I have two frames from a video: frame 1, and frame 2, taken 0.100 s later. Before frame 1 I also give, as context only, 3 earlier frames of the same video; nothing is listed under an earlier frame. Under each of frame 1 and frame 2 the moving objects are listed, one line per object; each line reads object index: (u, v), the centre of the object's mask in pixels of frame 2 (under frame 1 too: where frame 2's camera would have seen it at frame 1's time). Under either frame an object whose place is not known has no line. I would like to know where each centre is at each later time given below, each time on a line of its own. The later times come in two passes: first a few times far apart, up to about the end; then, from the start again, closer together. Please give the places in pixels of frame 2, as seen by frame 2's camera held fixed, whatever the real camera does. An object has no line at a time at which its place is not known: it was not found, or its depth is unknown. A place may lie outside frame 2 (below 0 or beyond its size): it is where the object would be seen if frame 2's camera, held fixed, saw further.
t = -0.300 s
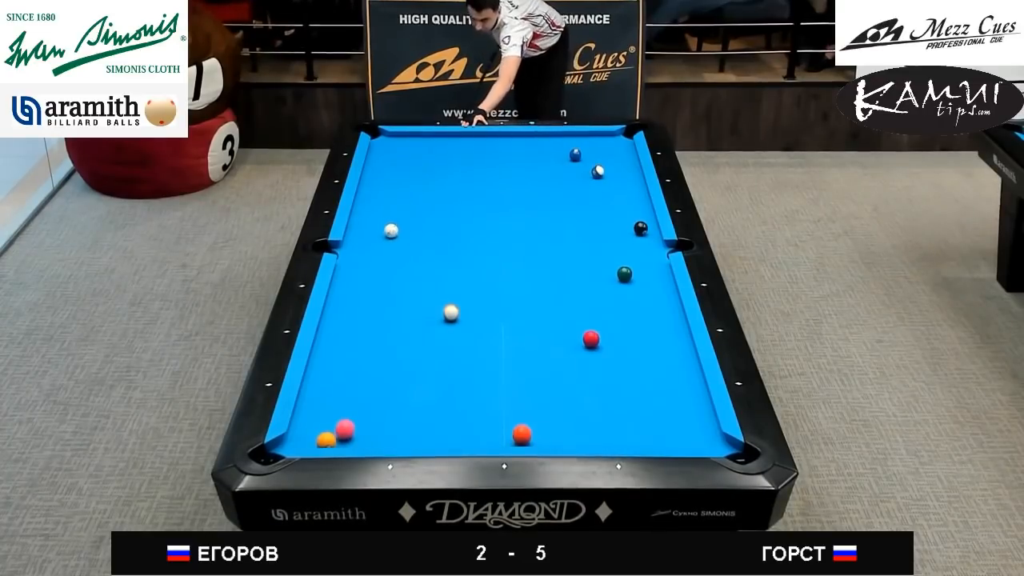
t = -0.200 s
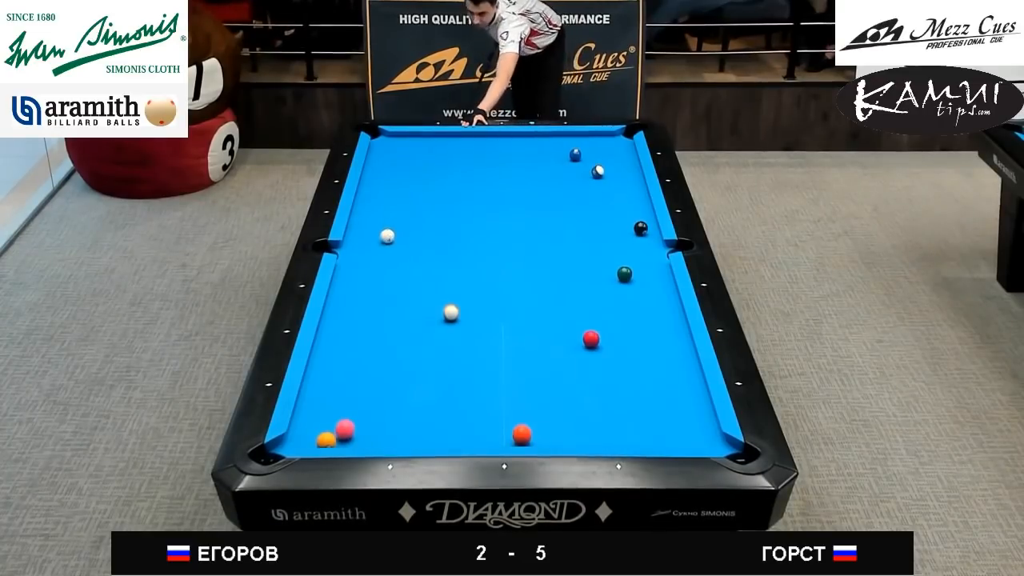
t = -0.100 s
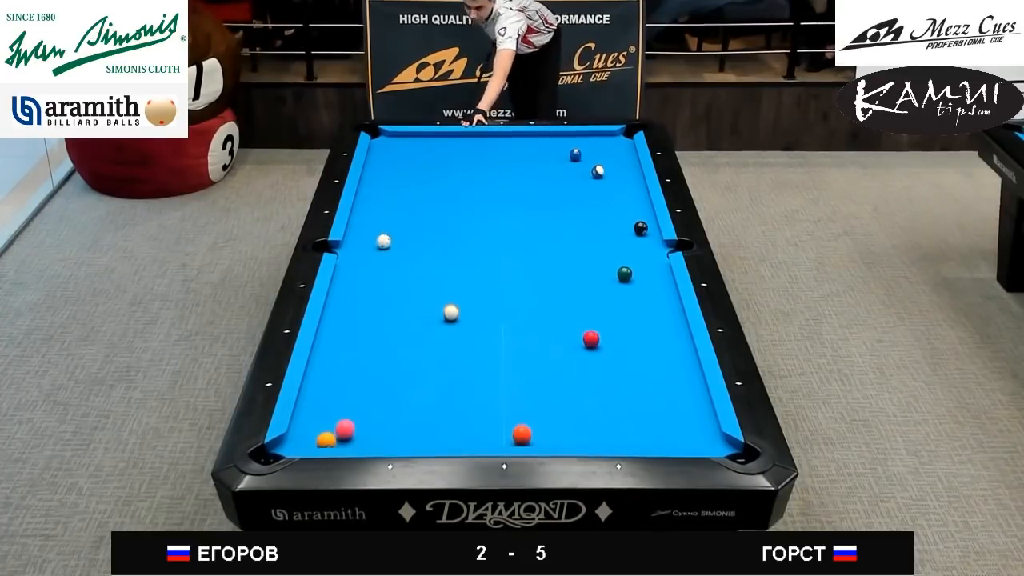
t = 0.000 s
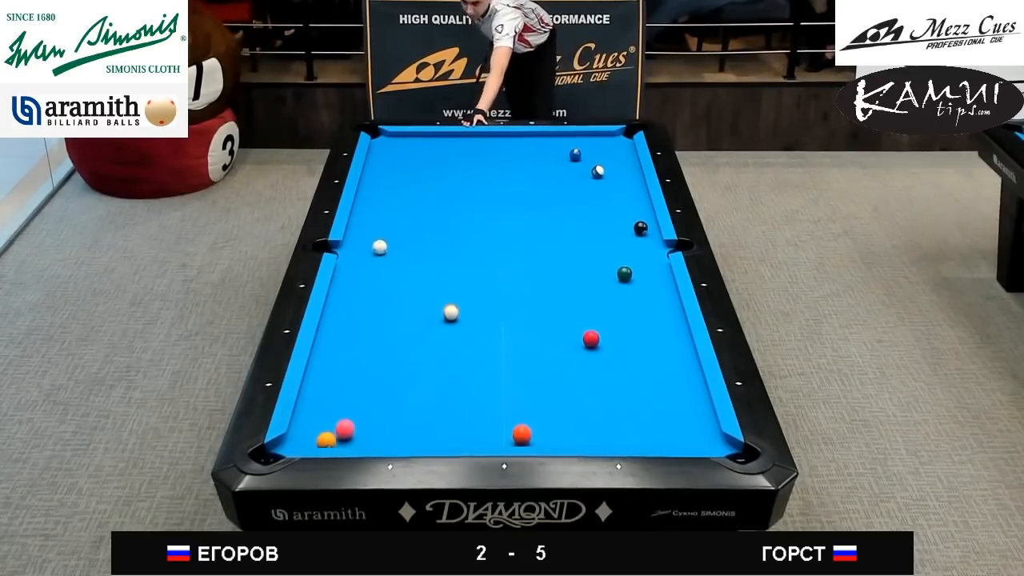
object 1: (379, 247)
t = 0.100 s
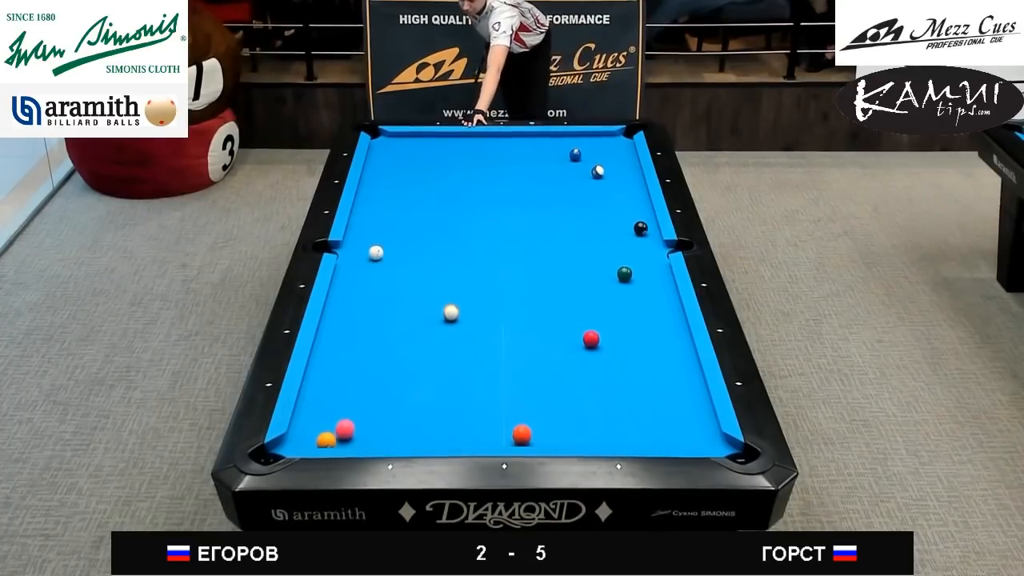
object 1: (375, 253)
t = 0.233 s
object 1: (371, 260)
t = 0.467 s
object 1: (361, 273)
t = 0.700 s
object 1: (352, 286)
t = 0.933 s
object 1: (343, 300)
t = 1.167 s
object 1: (334, 313)
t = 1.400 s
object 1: (326, 326)
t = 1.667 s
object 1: (325, 339)
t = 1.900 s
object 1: (326, 350)
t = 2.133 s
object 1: (325, 362)
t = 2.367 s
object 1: (326, 373)
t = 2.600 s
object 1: (326, 383)
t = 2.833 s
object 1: (325, 393)
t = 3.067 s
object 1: (325, 402)
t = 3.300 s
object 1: (325, 411)
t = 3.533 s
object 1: (325, 419)
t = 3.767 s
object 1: (325, 424)
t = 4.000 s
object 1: (325, 428)
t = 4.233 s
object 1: (325, 429)
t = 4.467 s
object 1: (325, 429)
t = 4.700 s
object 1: (325, 429)
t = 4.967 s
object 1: (325, 429)
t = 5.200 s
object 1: (325, 429)
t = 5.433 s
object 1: (325, 429)
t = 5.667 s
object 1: (325, 428)
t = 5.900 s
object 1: (325, 428)
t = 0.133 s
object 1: (374, 254)
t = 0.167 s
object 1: (373, 256)
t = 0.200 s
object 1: (372, 258)
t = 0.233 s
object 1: (371, 260)
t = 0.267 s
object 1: (369, 262)
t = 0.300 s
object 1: (368, 264)
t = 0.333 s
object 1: (366, 266)
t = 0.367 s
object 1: (365, 267)
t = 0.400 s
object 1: (364, 270)
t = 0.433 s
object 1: (362, 271)
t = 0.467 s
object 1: (361, 273)
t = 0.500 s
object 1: (360, 275)
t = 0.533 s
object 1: (359, 277)
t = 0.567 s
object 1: (357, 279)
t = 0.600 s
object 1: (356, 280)
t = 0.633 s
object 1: (355, 282)
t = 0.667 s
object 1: (354, 284)
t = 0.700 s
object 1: (352, 286)
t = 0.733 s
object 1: (351, 288)
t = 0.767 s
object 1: (350, 290)
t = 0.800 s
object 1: (348, 292)
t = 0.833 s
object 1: (347, 294)
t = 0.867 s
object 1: (346, 296)
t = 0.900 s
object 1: (345, 298)
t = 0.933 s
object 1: (343, 300)
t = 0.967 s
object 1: (342, 301)
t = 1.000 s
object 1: (341, 303)
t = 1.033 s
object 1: (339, 305)
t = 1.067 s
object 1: (338, 307)
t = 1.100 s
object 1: (337, 309)
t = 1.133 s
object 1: (336, 311)
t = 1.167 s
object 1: (334, 313)
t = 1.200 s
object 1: (333, 314)
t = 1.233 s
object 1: (331, 317)
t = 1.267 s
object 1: (330, 318)
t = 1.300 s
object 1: (329, 320)
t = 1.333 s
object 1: (327, 322)
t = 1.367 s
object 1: (326, 324)
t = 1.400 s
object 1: (326, 326)
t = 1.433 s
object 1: (325, 327)
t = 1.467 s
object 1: (325, 329)
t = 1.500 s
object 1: (325, 331)
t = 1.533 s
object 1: (325, 332)
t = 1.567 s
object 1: (325, 334)
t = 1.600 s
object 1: (325, 336)
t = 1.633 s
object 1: (325, 337)
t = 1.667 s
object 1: (325, 339)
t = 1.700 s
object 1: (325, 341)
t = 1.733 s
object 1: (326, 342)
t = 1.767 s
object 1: (326, 344)
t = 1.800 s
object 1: (326, 346)
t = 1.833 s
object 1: (326, 347)
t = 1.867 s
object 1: (326, 349)
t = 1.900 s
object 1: (326, 350)
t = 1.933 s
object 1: (326, 352)
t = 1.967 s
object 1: (326, 354)
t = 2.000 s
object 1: (326, 355)
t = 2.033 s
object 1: (326, 357)
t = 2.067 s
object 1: (326, 358)
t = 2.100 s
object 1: (326, 360)
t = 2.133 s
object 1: (325, 362)
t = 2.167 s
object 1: (326, 363)
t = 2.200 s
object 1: (326, 365)
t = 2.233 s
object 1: (326, 366)
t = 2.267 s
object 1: (326, 368)
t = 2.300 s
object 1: (326, 369)
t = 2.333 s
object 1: (326, 371)
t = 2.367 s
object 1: (326, 373)
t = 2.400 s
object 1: (326, 374)
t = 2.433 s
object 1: (326, 376)
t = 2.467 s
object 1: (326, 377)
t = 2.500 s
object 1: (326, 379)
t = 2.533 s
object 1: (326, 380)
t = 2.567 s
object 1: (326, 381)
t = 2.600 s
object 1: (326, 383)
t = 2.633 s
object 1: (326, 384)
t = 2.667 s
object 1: (326, 386)
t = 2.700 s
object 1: (326, 387)
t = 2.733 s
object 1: (326, 389)
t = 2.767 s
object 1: (325, 390)
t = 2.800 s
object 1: (325, 391)
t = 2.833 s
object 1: (325, 393)
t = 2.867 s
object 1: (325, 394)
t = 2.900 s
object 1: (326, 395)
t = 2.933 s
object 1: (326, 397)
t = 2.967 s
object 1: (326, 398)
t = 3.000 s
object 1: (325, 400)
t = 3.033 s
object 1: (325, 401)
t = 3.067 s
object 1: (325, 402)
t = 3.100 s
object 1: (325, 404)
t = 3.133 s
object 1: (325, 405)
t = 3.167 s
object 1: (325, 406)
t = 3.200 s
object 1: (325, 407)
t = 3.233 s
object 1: (325, 409)
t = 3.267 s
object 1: (325, 410)
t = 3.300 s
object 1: (325, 411)
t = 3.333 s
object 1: (325, 412)
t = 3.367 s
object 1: (325, 413)
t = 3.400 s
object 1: (325, 415)
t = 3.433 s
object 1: (325, 416)
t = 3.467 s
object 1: (325, 417)
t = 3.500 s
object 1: (325, 418)
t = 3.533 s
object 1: (325, 419)
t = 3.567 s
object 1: (325, 421)
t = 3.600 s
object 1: (325, 421)
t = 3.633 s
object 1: (325, 422)
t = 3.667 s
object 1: (325, 423)
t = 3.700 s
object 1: (325, 423)
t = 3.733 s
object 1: (325, 424)
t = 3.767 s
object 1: (325, 424)
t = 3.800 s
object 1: (325, 425)
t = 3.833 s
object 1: (324, 426)
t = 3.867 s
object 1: (325, 426)
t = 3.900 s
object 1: (325, 427)
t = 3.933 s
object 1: (325, 428)
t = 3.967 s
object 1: (325, 428)
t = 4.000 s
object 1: (325, 428)
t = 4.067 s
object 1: (325, 428)
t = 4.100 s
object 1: (325, 429)
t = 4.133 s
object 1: (325, 429)
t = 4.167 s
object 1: (325, 429)
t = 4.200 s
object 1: (325, 429)
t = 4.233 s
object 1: (325, 429)
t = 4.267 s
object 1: (325, 429)
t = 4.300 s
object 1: (325, 429)
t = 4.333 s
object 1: (325, 429)
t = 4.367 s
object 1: (325, 429)
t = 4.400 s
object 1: (325, 429)
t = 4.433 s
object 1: (325, 429)
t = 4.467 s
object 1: (325, 429)
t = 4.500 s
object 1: (325, 429)
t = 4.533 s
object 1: (325, 429)
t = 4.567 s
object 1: (325, 428)
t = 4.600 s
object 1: (325, 428)
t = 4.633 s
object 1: (325, 429)
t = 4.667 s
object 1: (325, 429)
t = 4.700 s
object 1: (325, 429)
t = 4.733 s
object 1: (325, 429)
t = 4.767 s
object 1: (325, 429)
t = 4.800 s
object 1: (325, 428)
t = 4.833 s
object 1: (325, 429)
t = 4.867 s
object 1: (325, 429)
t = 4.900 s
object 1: (325, 428)
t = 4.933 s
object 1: (325, 429)
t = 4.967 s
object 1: (325, 429)
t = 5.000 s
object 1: (325, 429)
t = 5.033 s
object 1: (325, 429)
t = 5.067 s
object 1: (325, 429)
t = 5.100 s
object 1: (325, 429)
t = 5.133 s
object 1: (325, 429)
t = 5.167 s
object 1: (325, 429)
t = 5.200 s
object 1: (325, 429)
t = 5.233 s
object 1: (325, 429)
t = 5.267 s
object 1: (325, 429)
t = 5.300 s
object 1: (325, 429)
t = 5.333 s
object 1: (325, 429)
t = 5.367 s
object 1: (325, 429)
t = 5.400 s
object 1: (325, 429)
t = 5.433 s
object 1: (325, 429)
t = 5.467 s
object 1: (325, 429)
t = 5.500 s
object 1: (325, 429)
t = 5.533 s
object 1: (325, 429)
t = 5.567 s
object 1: (325, 429)
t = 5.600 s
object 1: (325, 428)
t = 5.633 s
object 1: (325, 428)
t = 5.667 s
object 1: (325, 428)
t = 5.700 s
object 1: (325, 429)
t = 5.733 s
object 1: (325, 429)
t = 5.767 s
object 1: (325, 428)
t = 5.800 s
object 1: (325, 429)
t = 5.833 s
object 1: (325, 429)
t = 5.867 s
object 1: (325, 429)
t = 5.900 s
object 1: (325, 428)
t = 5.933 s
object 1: (325, 428)
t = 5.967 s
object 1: (325, 428)
